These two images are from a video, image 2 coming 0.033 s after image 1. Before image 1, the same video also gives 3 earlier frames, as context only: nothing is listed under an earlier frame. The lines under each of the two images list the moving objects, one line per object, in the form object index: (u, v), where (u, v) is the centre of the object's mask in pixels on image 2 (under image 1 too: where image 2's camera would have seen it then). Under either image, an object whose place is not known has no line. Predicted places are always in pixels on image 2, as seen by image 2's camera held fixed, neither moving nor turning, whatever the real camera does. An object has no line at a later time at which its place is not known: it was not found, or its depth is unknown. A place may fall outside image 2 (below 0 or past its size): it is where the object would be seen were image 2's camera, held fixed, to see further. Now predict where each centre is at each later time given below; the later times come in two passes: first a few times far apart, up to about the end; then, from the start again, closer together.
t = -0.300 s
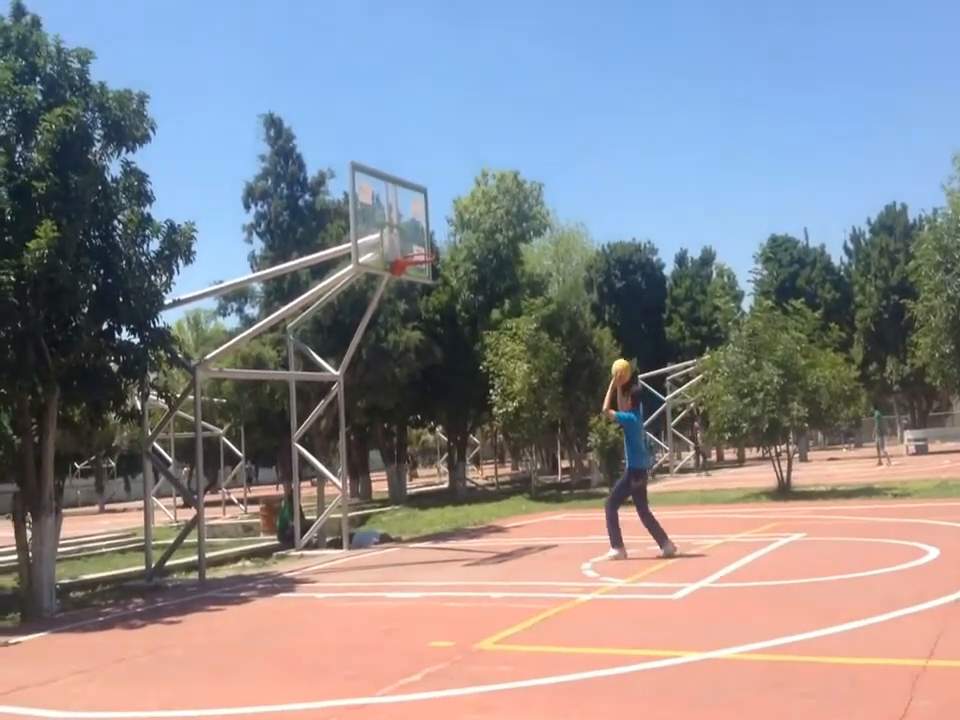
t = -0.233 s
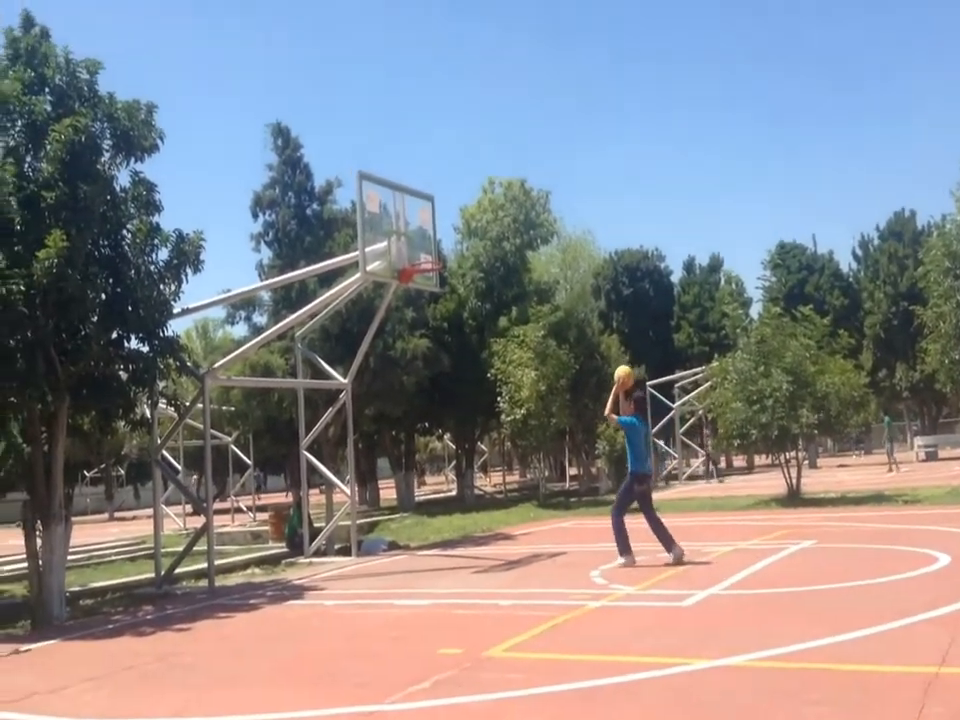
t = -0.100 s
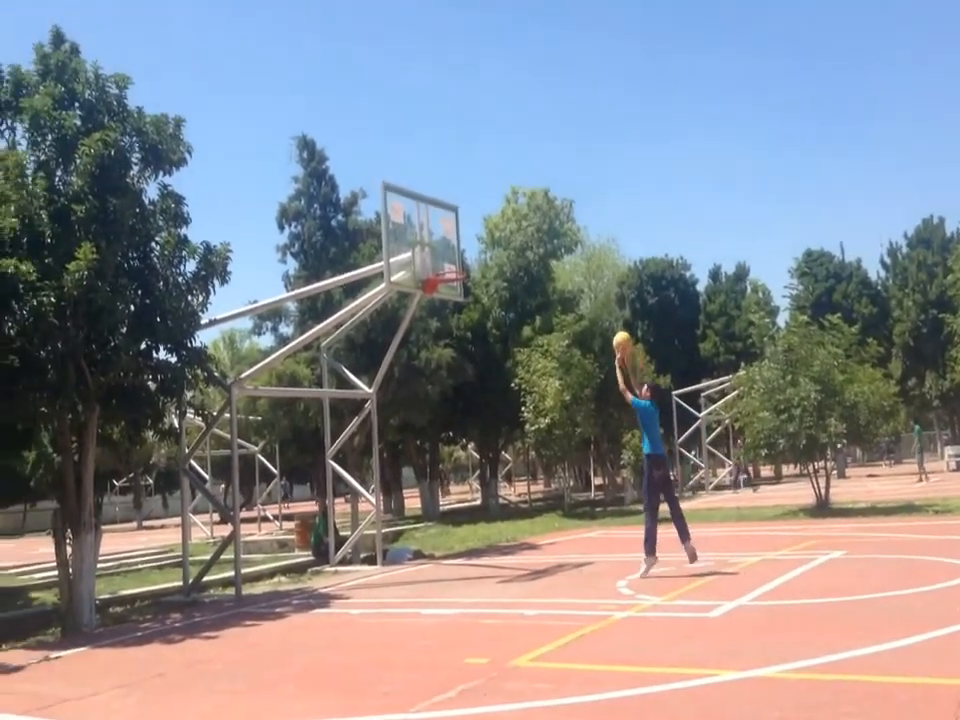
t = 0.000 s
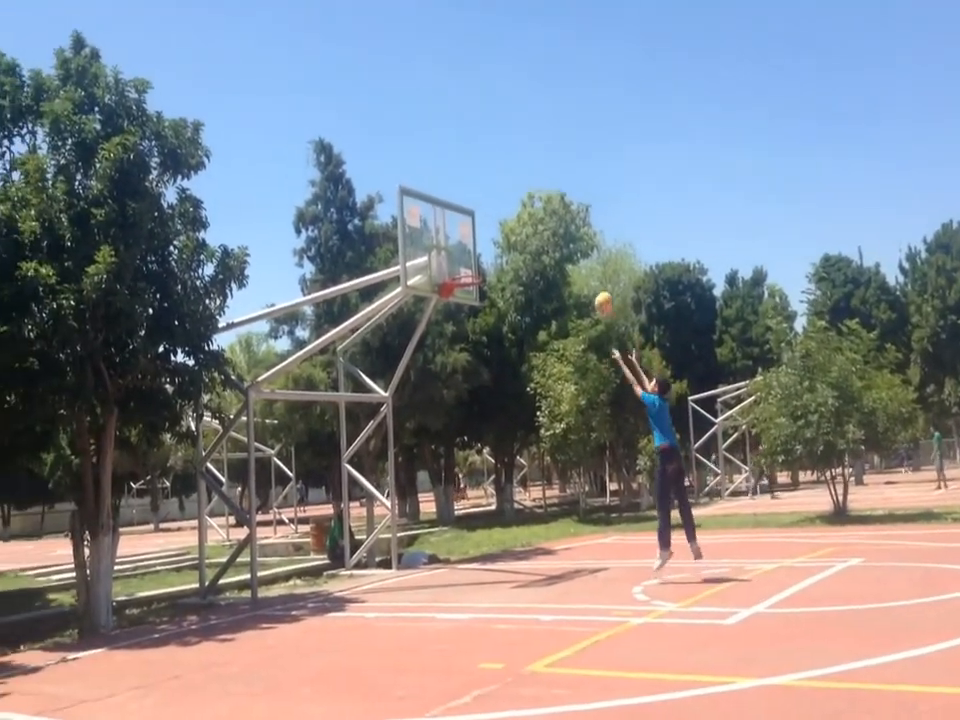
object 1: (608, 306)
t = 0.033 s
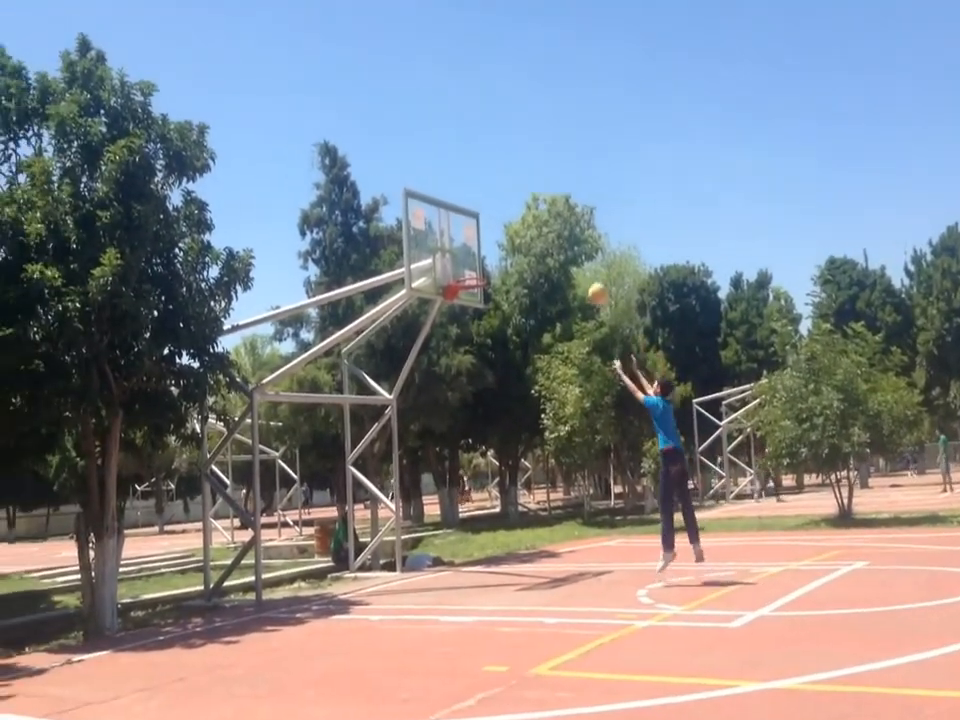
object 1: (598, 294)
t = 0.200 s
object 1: (546, 253)
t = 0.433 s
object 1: (484, 245)
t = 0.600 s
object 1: (453, 271)
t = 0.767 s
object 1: (476, 299)
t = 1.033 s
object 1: (478, 402)
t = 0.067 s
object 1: (586, 283)
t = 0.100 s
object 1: (576, 274)
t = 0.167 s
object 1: (556, 259)
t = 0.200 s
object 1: (546, 253)
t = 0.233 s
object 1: (536, 249)
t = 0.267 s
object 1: (528, 246)
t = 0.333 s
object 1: (509, 243)
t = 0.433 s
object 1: (484, 245)
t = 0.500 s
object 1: (467, 253)
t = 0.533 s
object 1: (459, 259)
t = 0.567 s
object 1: (452, 268)
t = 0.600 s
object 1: (453, 271)
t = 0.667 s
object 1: (468, 277)
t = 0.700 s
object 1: (474, 282)
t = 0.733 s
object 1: (475, 288)
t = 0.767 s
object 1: (476, 299)
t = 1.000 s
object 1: (477, 386)
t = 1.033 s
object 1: (478, 402)
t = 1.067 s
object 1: (478, 419)
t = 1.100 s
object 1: (478, 437)
